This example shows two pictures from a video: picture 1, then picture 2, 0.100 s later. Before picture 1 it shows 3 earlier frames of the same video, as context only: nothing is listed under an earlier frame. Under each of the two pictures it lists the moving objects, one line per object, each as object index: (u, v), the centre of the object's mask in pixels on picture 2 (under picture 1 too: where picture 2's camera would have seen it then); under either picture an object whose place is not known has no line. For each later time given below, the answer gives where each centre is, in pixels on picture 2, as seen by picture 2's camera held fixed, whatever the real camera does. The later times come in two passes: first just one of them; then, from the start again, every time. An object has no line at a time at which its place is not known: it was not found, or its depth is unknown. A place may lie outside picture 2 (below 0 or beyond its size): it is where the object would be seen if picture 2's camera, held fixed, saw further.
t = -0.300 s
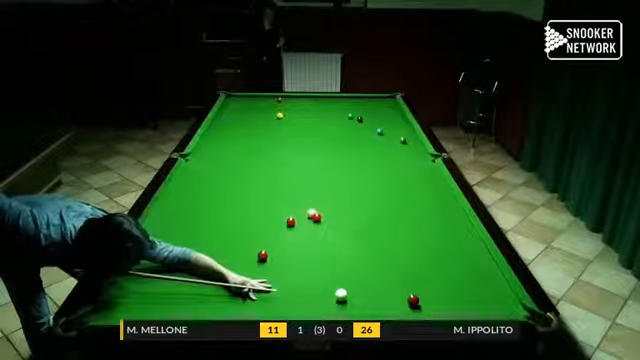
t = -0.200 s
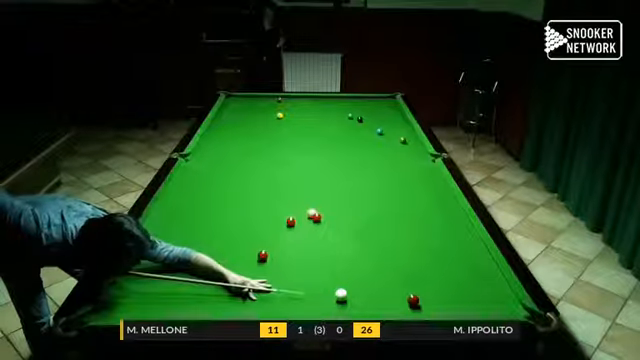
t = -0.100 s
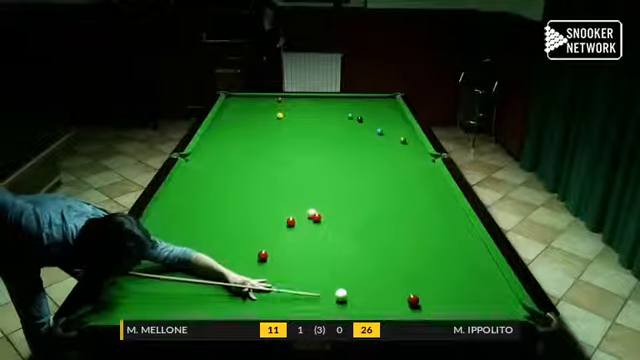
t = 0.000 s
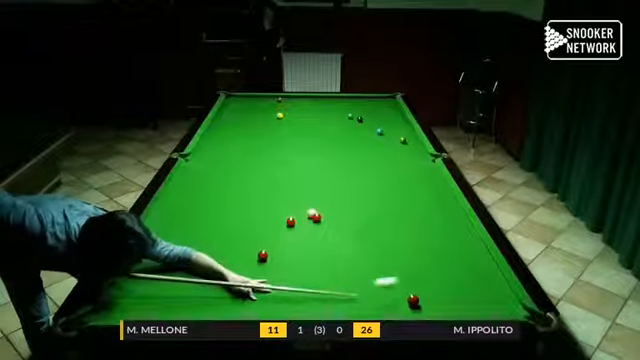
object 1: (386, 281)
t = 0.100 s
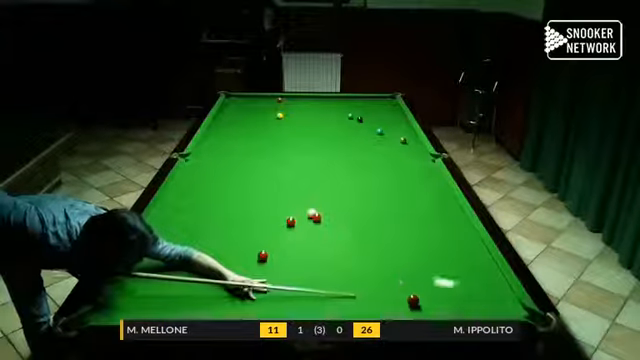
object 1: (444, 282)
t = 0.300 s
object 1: (515, 311)
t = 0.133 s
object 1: (464, 288)
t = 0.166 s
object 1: (484, 295)
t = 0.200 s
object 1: (504, 303)
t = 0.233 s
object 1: (520, 304)
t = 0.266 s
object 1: (519, 306)
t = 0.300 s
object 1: (515, 311)
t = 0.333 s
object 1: (513, 315)
